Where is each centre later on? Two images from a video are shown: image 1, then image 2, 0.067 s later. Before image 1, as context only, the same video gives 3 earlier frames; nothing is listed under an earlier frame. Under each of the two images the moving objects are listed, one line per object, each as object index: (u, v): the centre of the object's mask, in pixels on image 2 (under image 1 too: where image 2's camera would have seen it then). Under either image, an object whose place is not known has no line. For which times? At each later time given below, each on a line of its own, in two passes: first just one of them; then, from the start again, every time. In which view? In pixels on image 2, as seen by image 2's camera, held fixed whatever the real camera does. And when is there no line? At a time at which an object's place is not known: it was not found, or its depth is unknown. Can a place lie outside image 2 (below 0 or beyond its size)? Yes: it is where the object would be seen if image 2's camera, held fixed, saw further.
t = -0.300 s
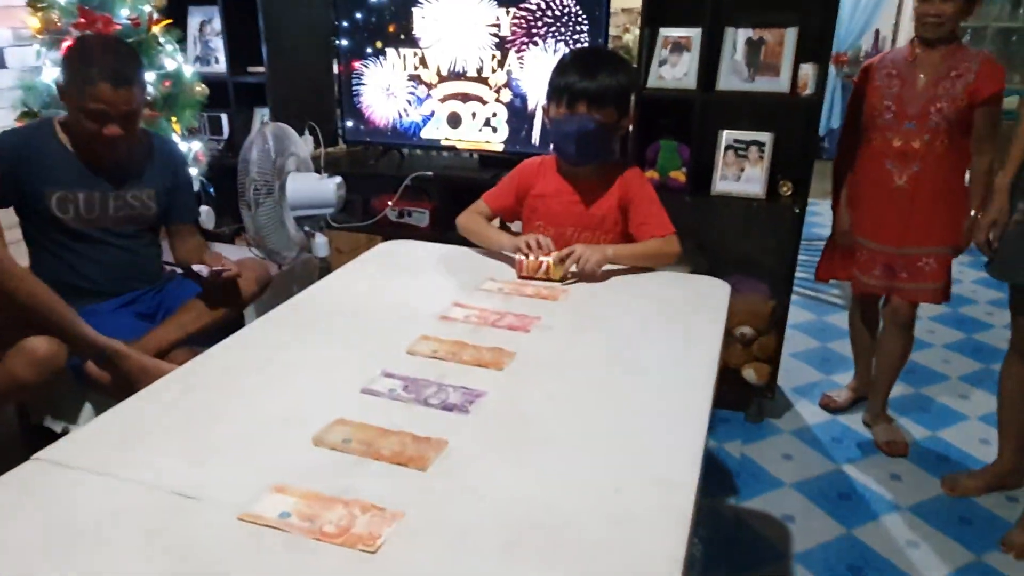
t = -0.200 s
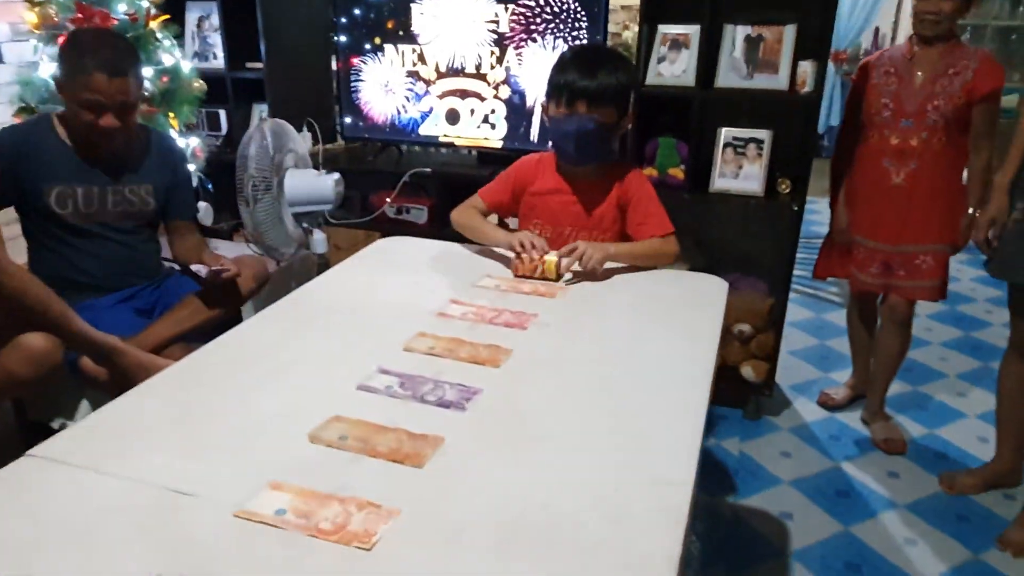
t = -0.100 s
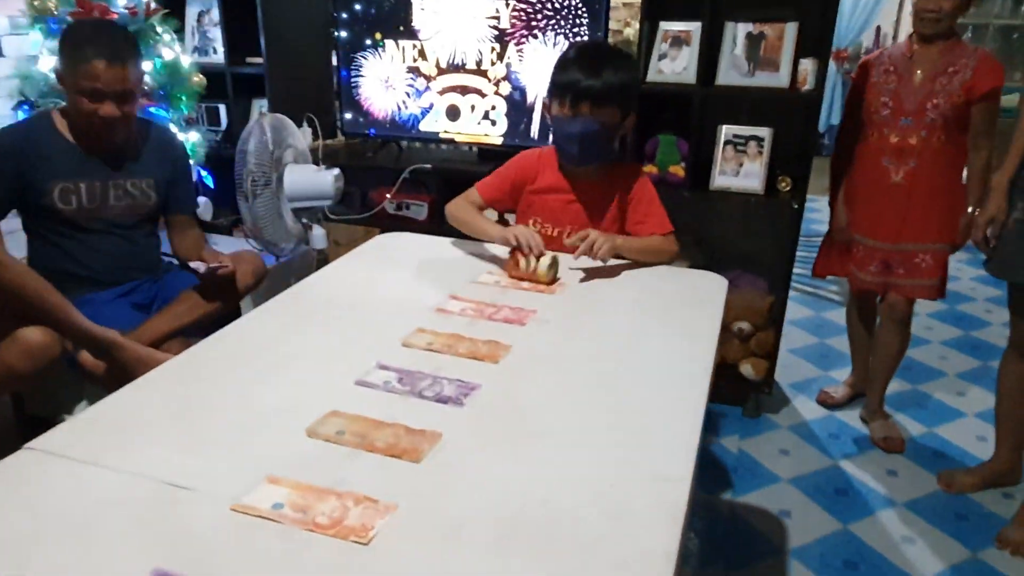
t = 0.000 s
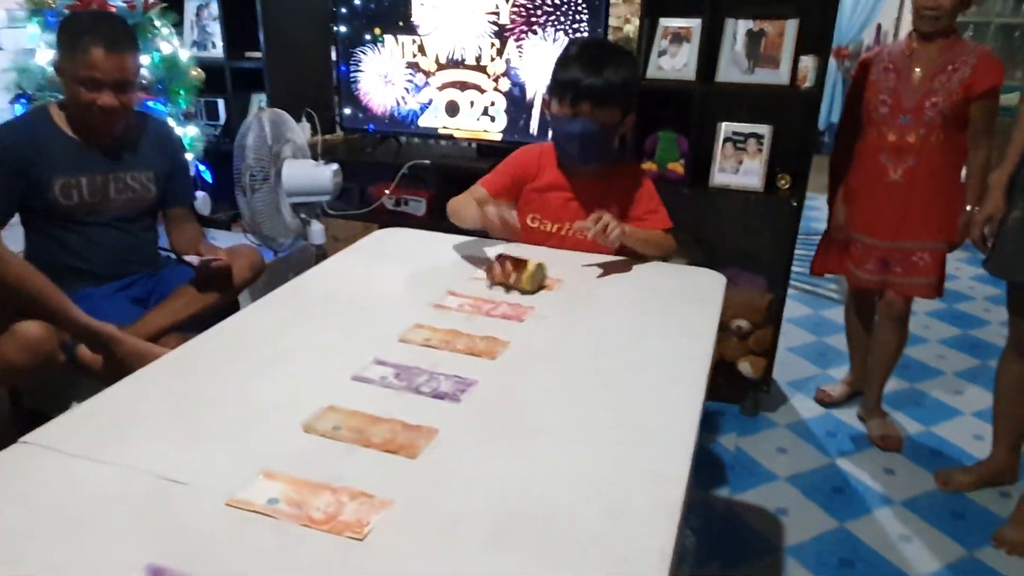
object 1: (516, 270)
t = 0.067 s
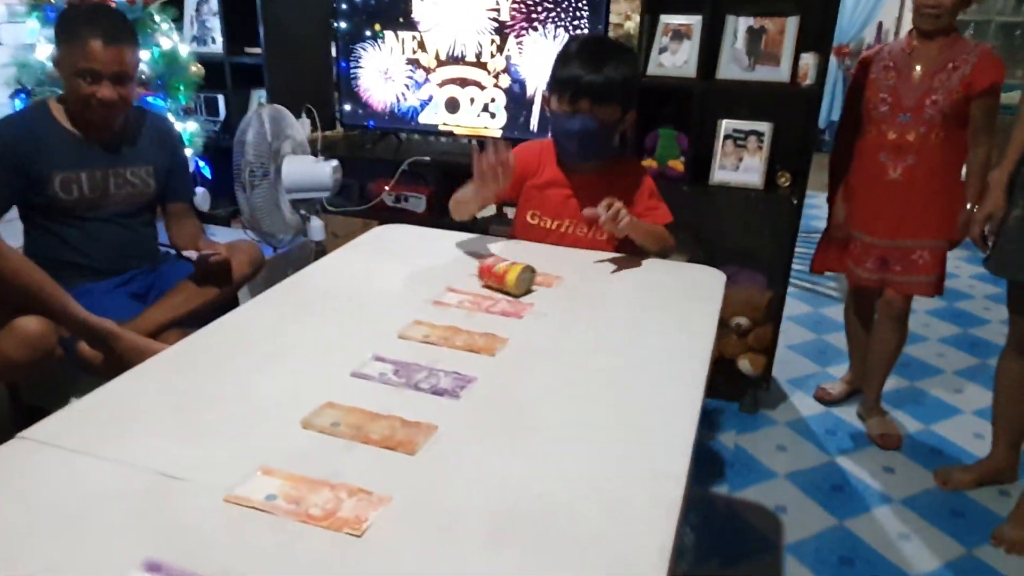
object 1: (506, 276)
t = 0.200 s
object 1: (479, 286)
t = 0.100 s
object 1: (499, 278)
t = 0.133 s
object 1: (492, 281)
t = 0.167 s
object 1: (486, 284)
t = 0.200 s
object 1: (479, 286)
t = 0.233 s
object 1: (472, 289)
